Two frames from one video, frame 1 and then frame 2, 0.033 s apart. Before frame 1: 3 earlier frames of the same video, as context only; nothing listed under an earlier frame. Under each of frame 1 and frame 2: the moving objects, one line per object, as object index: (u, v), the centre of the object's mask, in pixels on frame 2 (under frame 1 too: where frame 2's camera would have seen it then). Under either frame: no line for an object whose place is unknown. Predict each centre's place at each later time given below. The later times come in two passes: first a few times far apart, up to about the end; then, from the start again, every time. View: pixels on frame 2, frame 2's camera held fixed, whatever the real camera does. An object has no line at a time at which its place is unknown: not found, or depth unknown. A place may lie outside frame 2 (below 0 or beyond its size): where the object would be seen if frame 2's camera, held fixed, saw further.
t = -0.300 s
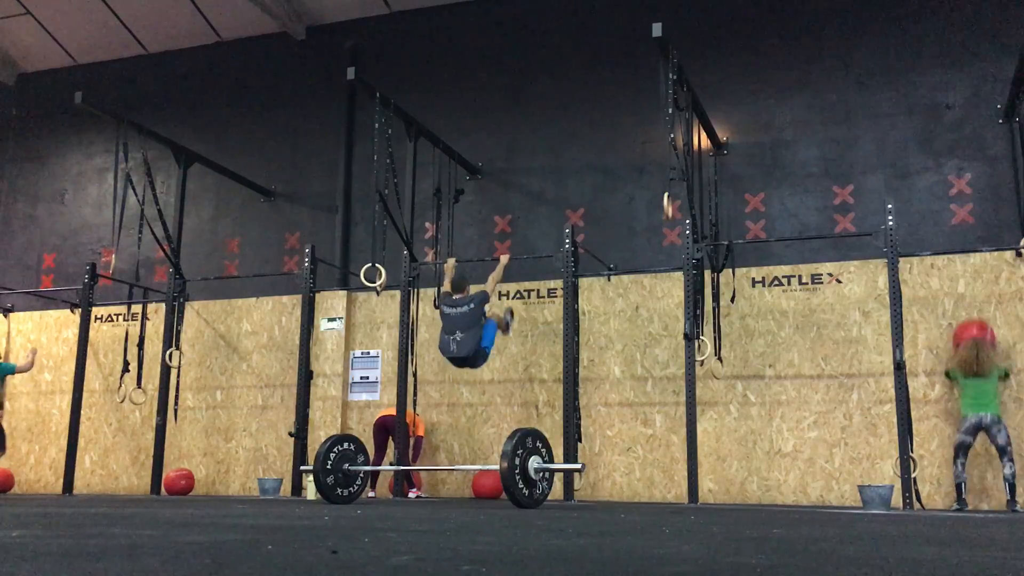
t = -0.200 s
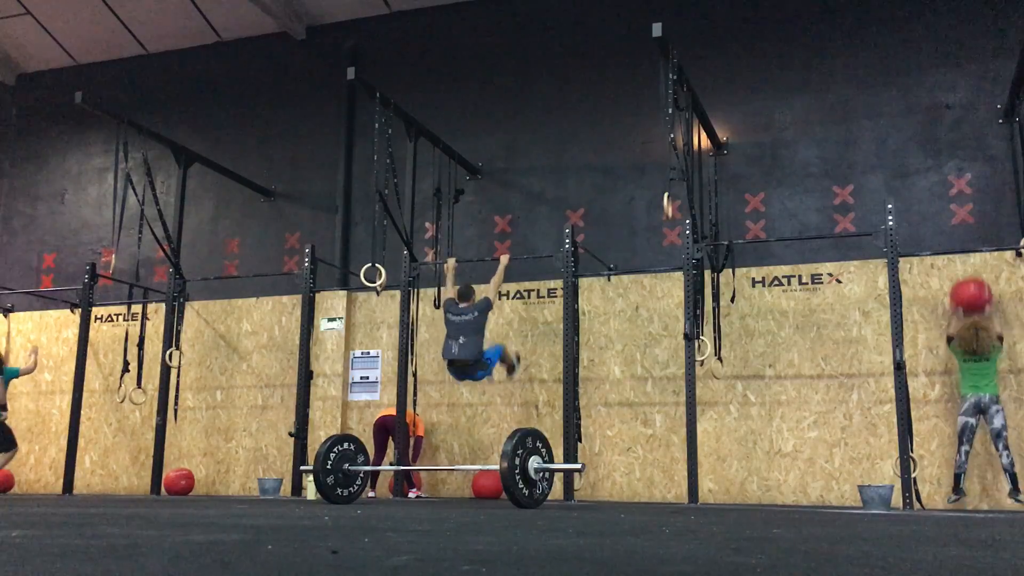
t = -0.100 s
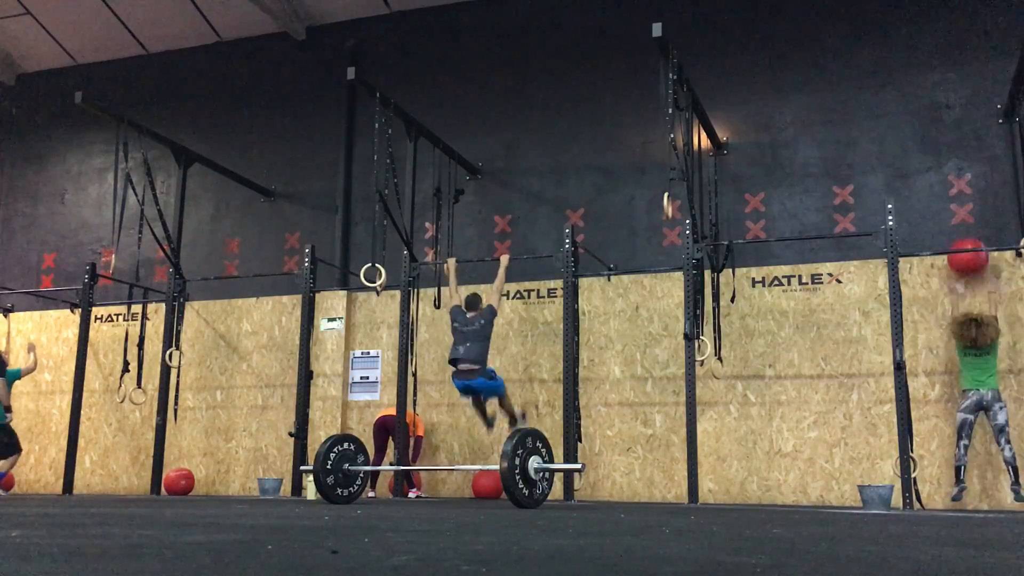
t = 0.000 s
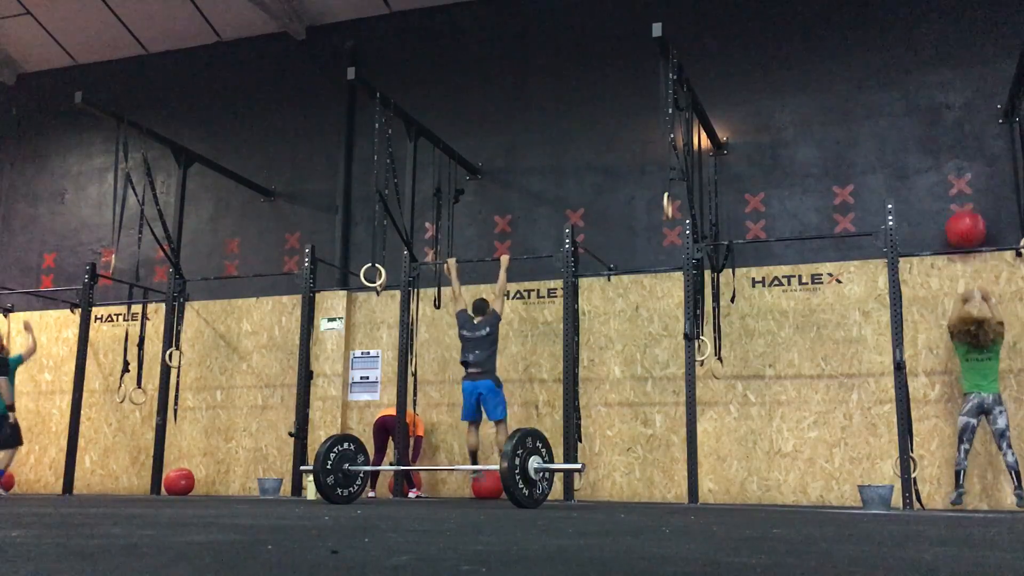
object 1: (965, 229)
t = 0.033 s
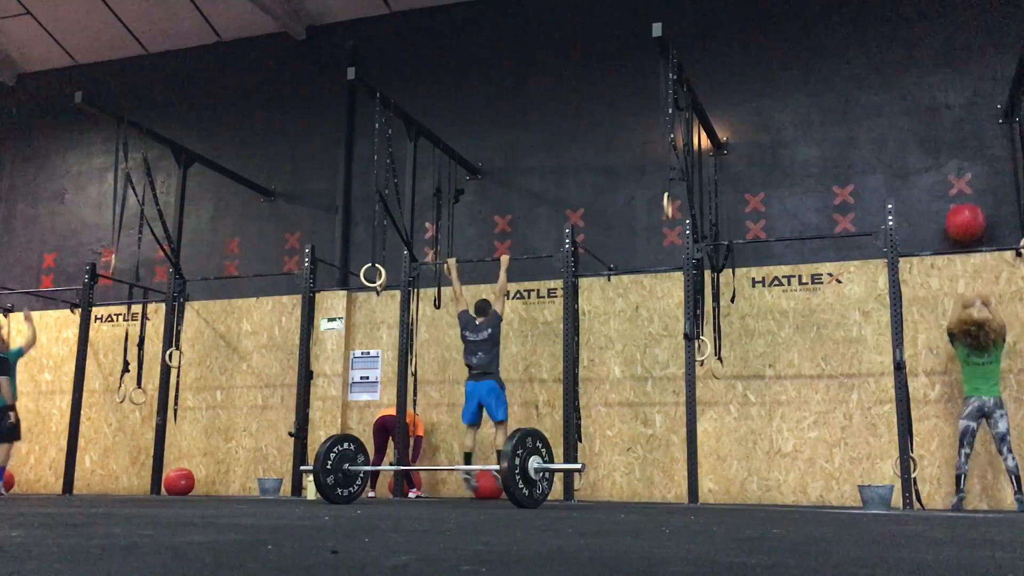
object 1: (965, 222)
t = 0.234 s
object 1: (963, 203)
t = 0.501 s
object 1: (966, 231)
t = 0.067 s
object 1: (965, 216)
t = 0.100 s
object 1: (964, 211)
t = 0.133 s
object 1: (964, 208)
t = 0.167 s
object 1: (963, 205)
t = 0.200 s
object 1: (963, 204)
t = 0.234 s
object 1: (963, 203)
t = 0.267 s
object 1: (964, 203)
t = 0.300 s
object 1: (963, 204)
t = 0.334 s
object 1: (964, 206)
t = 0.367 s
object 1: (964, 208)
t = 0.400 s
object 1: (964, 213)
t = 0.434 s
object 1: (965, 218)
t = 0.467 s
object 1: (965, 225)
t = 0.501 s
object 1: (966, 231)
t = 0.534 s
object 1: (967, 236)
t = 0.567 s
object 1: (967, 249)
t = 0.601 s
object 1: (968, 261)
